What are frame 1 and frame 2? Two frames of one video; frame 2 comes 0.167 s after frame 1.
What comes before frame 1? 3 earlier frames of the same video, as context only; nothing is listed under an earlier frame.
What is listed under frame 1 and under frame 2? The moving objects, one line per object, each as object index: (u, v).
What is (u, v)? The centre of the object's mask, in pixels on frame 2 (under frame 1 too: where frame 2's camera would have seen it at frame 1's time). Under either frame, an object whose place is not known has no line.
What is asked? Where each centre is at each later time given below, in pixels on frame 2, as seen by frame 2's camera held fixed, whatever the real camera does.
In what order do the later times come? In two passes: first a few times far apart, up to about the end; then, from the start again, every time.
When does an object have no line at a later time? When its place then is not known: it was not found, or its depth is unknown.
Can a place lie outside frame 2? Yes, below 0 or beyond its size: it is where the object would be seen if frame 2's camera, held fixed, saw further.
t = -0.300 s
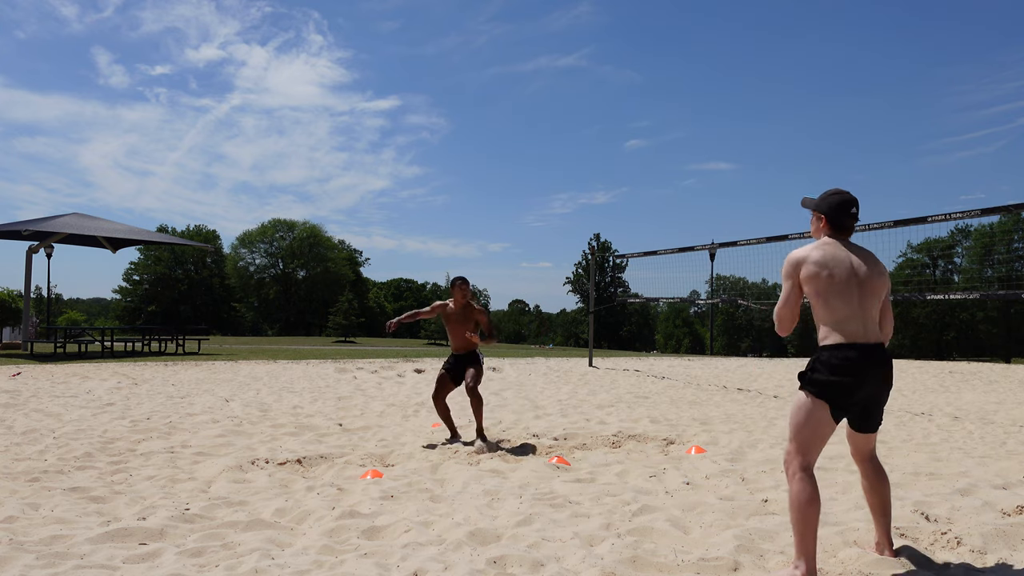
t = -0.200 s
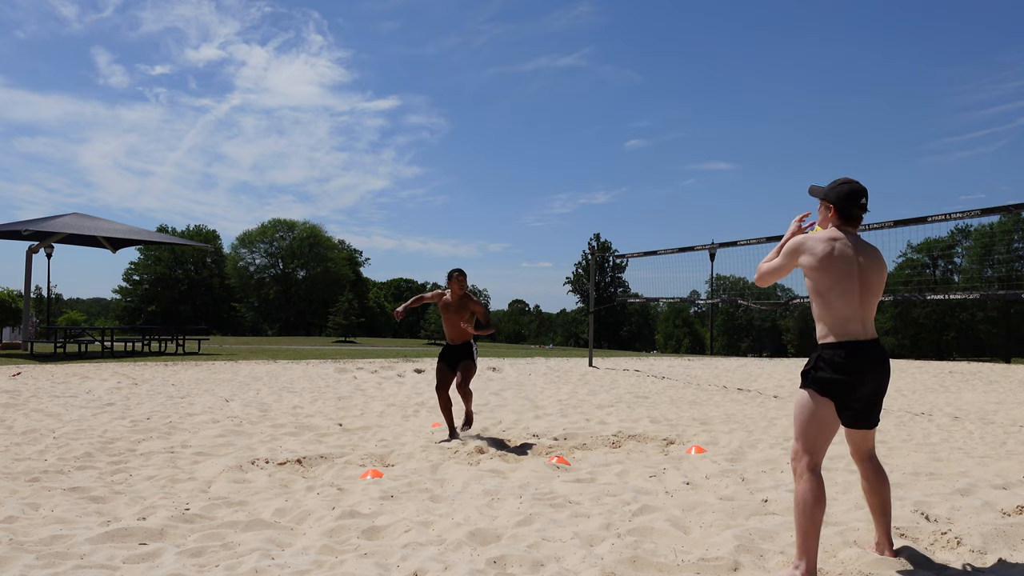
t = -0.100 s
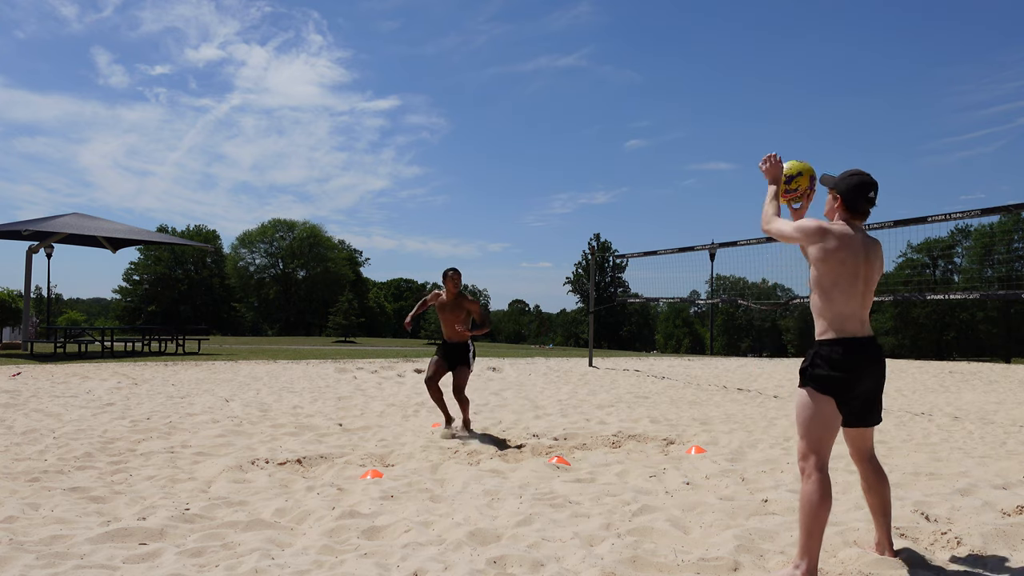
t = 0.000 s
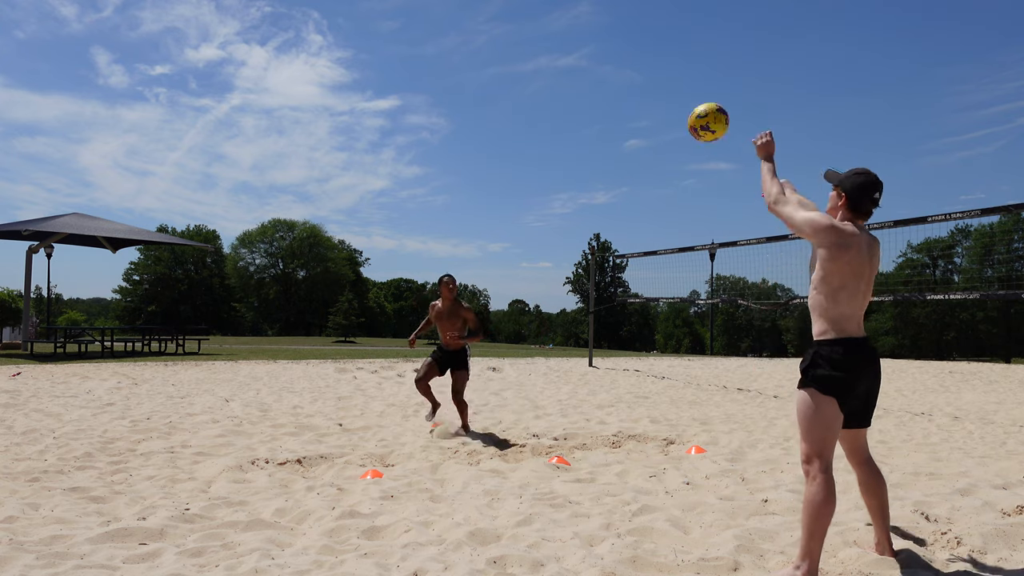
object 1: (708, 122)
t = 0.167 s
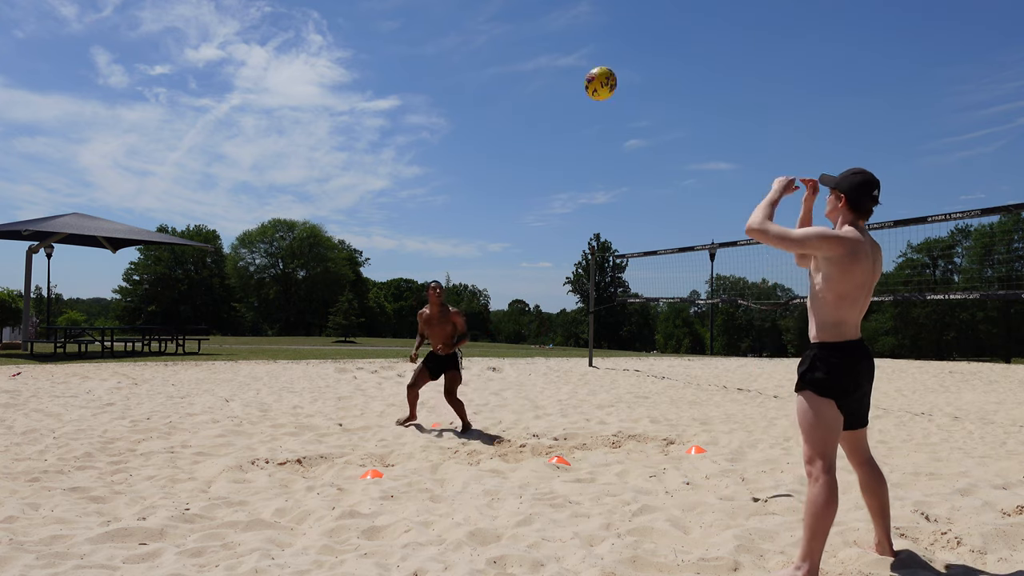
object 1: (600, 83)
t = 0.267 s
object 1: (552, 82)
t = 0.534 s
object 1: (461, 130)
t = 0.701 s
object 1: (420, 186)
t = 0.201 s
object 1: (583, 81)
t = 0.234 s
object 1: (567, 81)
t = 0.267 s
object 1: (552, 82)
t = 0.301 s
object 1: (538, 84)
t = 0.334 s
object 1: (525, 87)
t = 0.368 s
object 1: (512, 92)
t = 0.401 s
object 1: (501, 98)
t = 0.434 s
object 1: (490, 104)
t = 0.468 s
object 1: (480, 112)
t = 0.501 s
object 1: (470, 121)
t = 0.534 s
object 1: (461, 130)
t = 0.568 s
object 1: (452, 140)
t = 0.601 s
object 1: (443, 151)
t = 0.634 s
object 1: (435, 162)
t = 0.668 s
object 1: (428, 174)
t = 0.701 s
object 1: (420, 186)
